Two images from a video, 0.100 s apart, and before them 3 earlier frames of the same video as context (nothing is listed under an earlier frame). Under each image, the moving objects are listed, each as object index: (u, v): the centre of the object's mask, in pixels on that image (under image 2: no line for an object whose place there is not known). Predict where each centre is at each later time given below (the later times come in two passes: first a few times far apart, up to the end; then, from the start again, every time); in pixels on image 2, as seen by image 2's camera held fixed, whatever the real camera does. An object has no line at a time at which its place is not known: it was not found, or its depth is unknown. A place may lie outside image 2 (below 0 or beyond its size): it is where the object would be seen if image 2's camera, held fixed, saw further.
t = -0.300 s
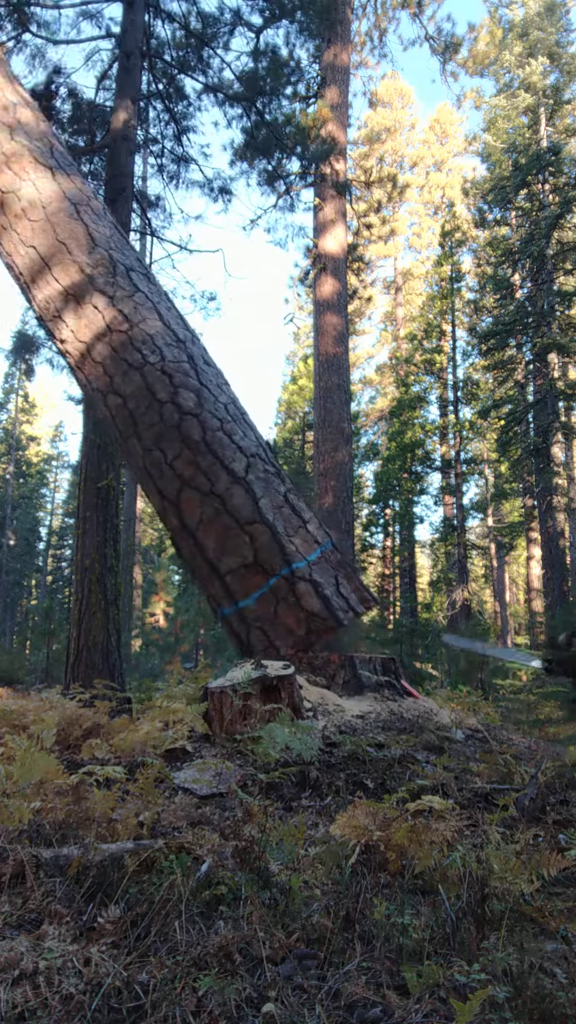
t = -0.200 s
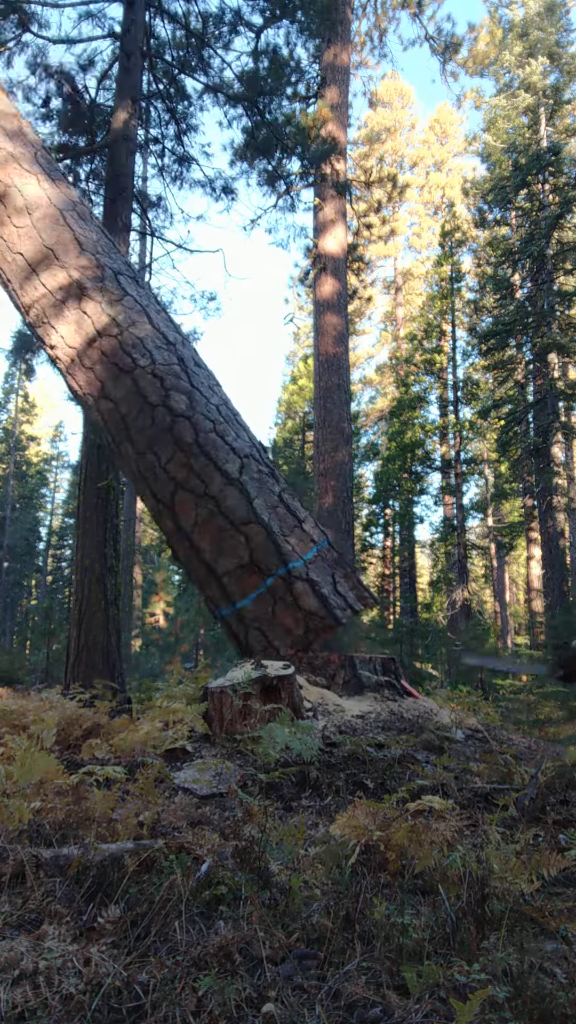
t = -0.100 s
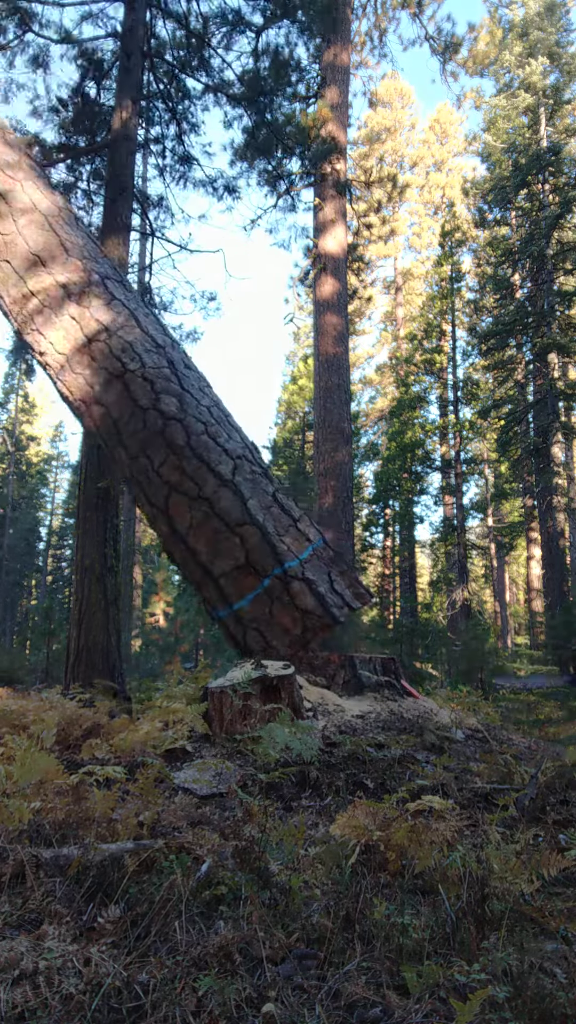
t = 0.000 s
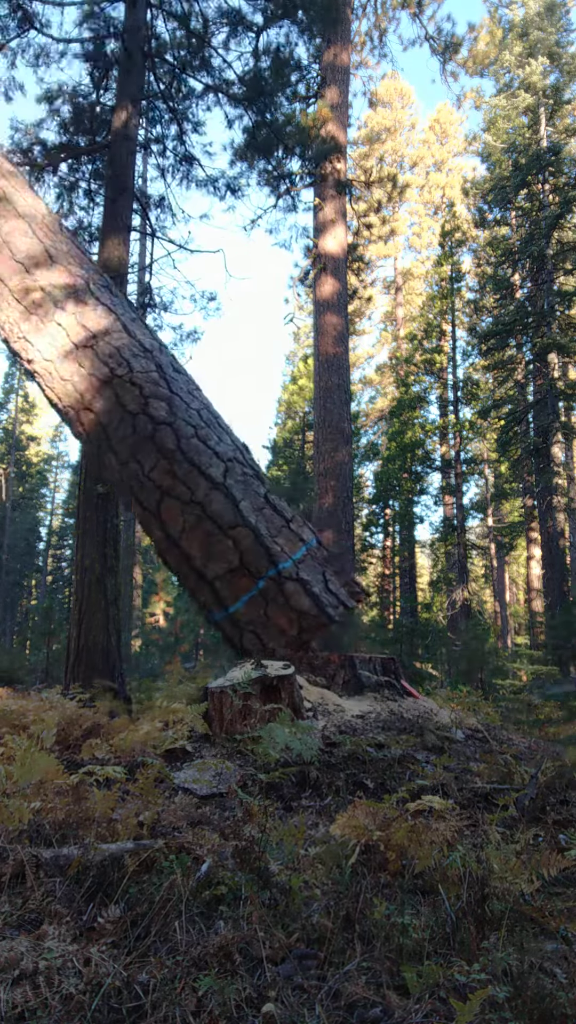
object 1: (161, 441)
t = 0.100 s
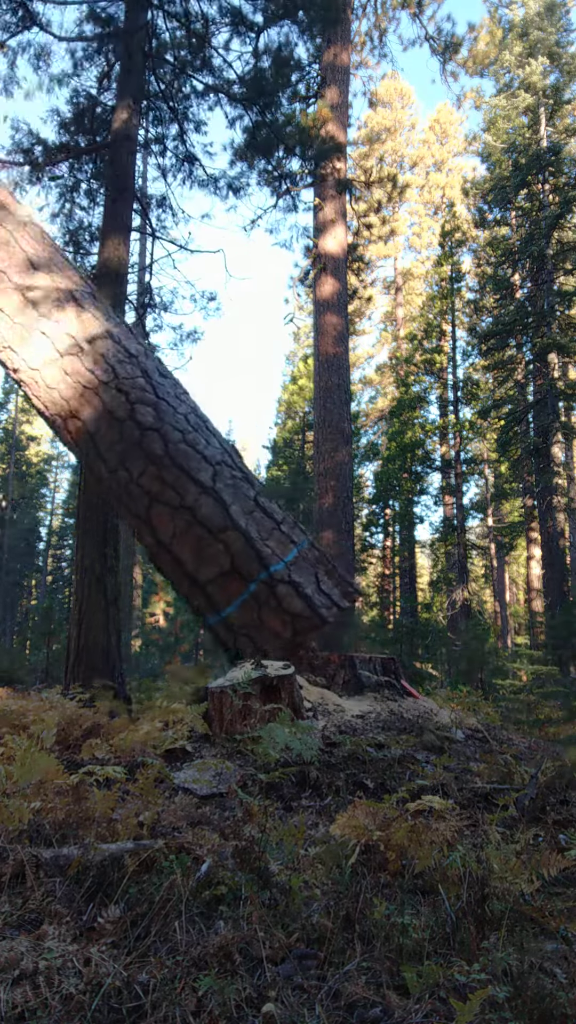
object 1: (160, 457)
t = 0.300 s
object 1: (150, 489)
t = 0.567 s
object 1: (128, 551)
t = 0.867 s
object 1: (110, 606)
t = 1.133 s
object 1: (107, 625)
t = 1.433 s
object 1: (101, 643)
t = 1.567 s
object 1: (97, 649)
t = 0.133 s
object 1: (159, 462)
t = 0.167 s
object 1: (159, 467)
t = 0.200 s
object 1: (156, 472)
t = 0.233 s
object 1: (155, 477)
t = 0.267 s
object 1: (153, 483)
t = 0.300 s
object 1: (150, 489)
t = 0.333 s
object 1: (148, 497)
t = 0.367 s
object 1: (142, 502)
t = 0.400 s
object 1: (138, 510)
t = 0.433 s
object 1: (139, 521)
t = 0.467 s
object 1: (137, 529)
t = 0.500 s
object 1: (135, 536)
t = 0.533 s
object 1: (131, 543)
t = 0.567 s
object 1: (128, 551)
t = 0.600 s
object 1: (124, 556)
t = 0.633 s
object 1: (122, 567)
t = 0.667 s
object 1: (118, 574)
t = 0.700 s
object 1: (117, 583)
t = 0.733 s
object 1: (114, 587)
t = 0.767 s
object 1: (113, 594)
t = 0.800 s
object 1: (112, 599)
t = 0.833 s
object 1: (112, 603)
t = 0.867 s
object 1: (110, 606)
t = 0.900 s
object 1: (111, 608)
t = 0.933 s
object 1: (111, 610)
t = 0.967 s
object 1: (109, 612)
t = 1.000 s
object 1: (109, 615)
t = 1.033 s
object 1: (108, 616)
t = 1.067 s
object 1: (108, 620)
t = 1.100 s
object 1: (107, 622)
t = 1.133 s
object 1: (107, 625)
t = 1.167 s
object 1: (107, 626)
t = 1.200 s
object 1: (106, 629)
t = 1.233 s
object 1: (105, 632)
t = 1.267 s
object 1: (104, 634)
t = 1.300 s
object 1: (104, 636)
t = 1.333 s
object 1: (103, 638)
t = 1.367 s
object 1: (103, 639)
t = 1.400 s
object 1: (101, 642)
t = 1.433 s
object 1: (101, 643)
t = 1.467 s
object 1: (100, 645)
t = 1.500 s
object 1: (99, 646)
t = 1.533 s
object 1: (98, 648)
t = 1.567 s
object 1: (97, 649)
